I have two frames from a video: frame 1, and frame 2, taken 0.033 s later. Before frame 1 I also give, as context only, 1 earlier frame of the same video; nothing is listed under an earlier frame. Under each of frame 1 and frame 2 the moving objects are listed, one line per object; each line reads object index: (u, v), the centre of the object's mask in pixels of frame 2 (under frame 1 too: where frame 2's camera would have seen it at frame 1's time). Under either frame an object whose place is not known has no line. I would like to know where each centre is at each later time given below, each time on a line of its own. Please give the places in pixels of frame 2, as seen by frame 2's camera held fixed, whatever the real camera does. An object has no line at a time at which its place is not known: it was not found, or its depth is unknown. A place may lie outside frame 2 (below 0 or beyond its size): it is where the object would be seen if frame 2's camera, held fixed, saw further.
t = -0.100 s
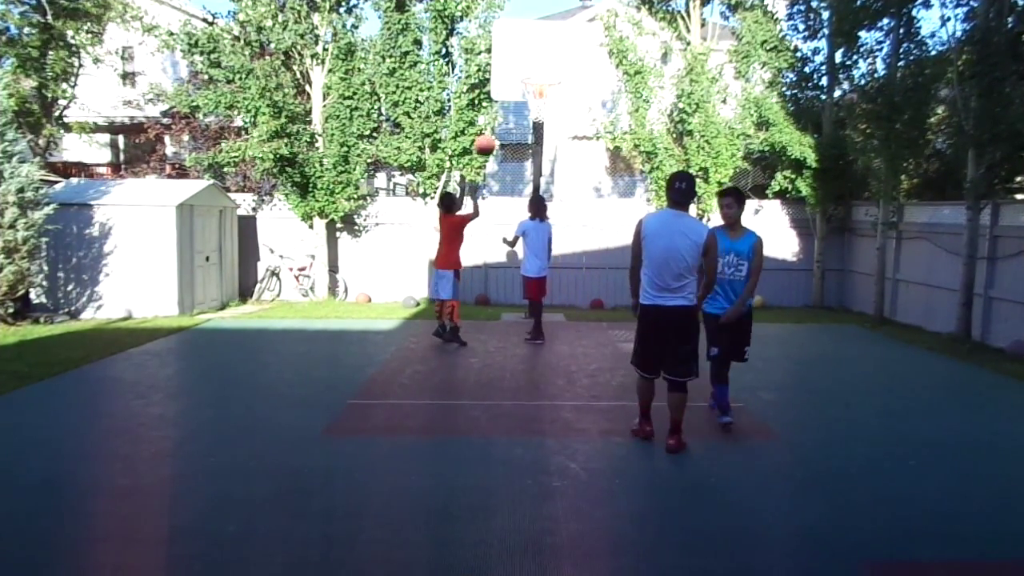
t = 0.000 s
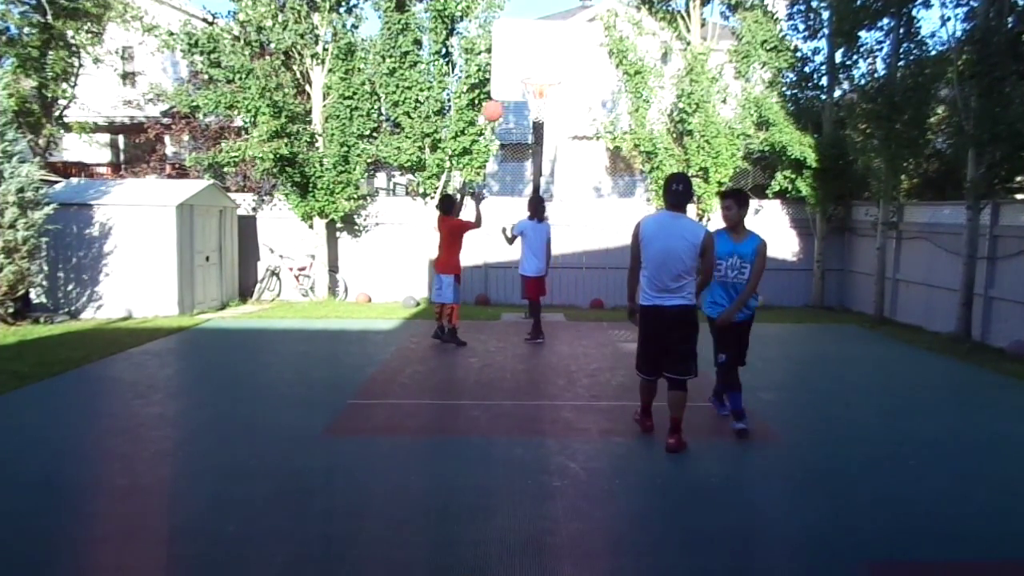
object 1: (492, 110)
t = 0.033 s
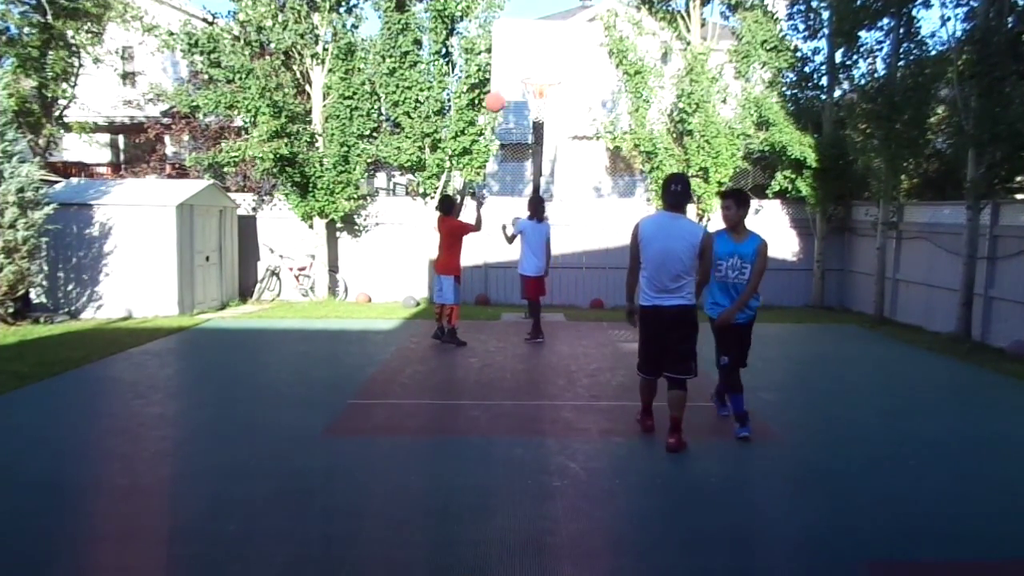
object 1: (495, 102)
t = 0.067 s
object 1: (496, 93)
